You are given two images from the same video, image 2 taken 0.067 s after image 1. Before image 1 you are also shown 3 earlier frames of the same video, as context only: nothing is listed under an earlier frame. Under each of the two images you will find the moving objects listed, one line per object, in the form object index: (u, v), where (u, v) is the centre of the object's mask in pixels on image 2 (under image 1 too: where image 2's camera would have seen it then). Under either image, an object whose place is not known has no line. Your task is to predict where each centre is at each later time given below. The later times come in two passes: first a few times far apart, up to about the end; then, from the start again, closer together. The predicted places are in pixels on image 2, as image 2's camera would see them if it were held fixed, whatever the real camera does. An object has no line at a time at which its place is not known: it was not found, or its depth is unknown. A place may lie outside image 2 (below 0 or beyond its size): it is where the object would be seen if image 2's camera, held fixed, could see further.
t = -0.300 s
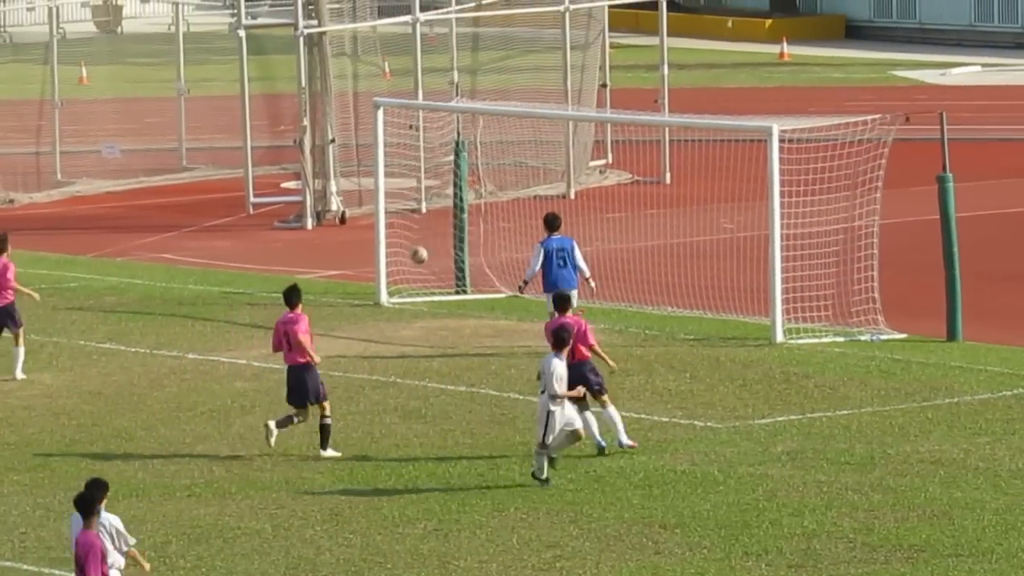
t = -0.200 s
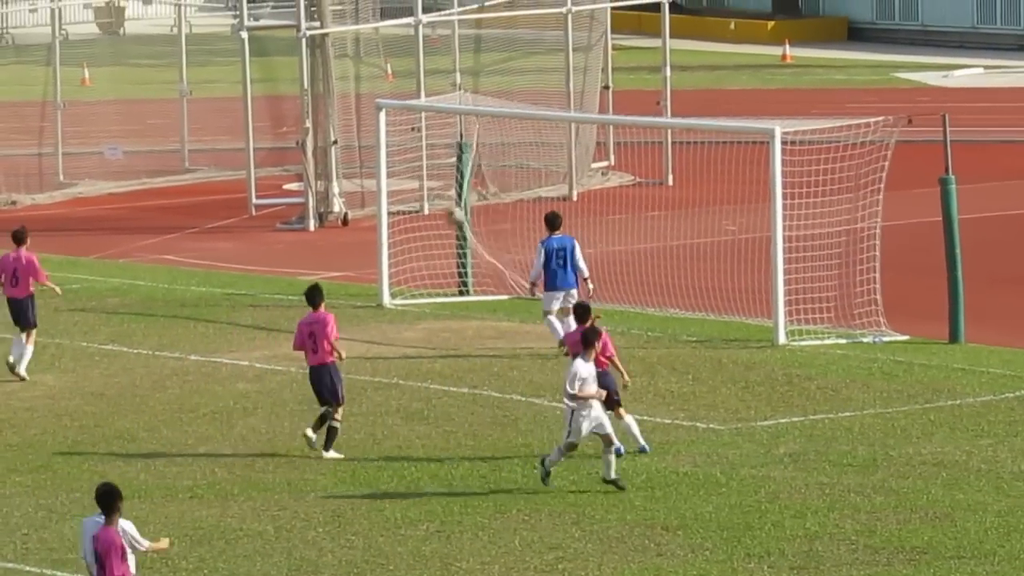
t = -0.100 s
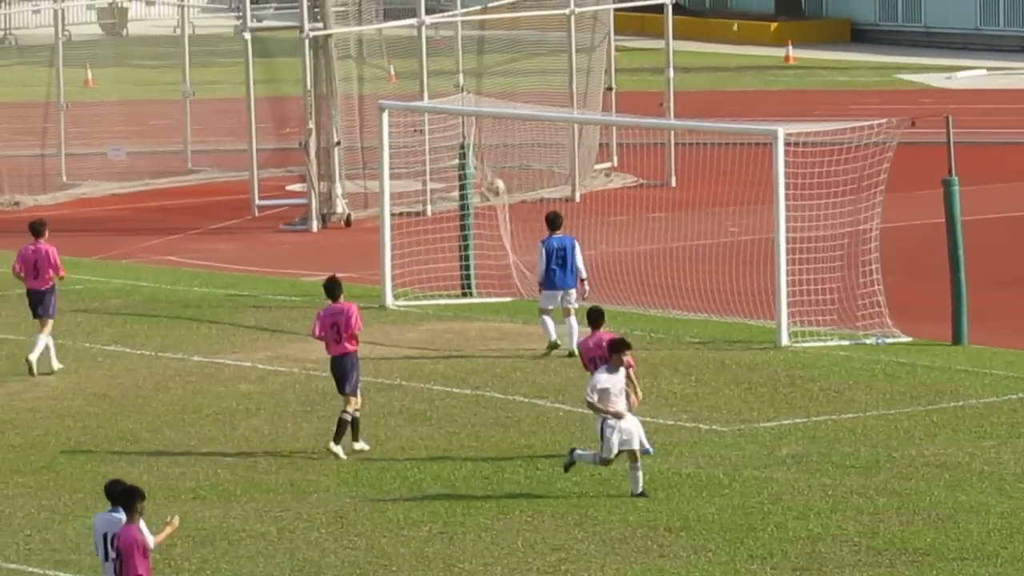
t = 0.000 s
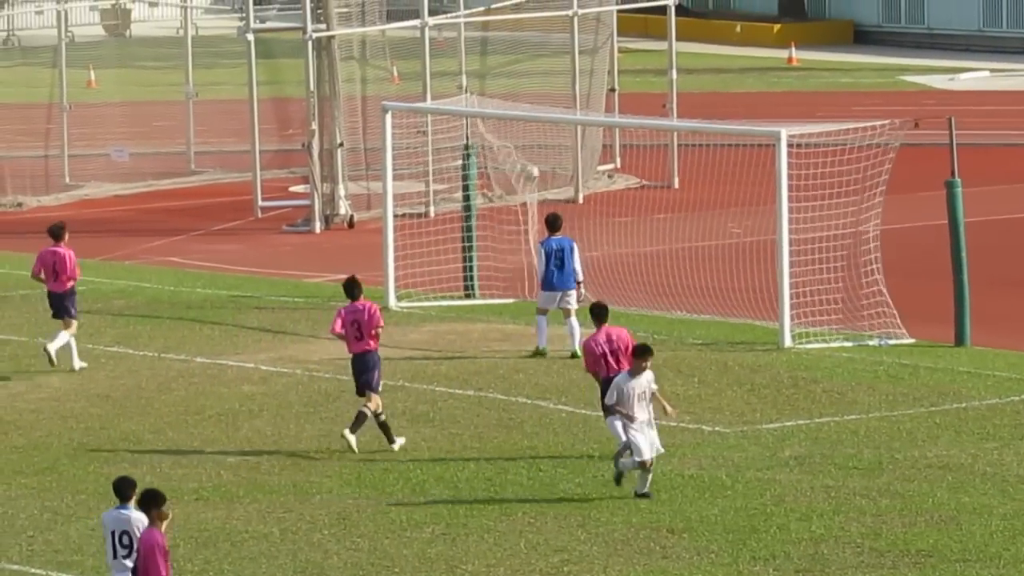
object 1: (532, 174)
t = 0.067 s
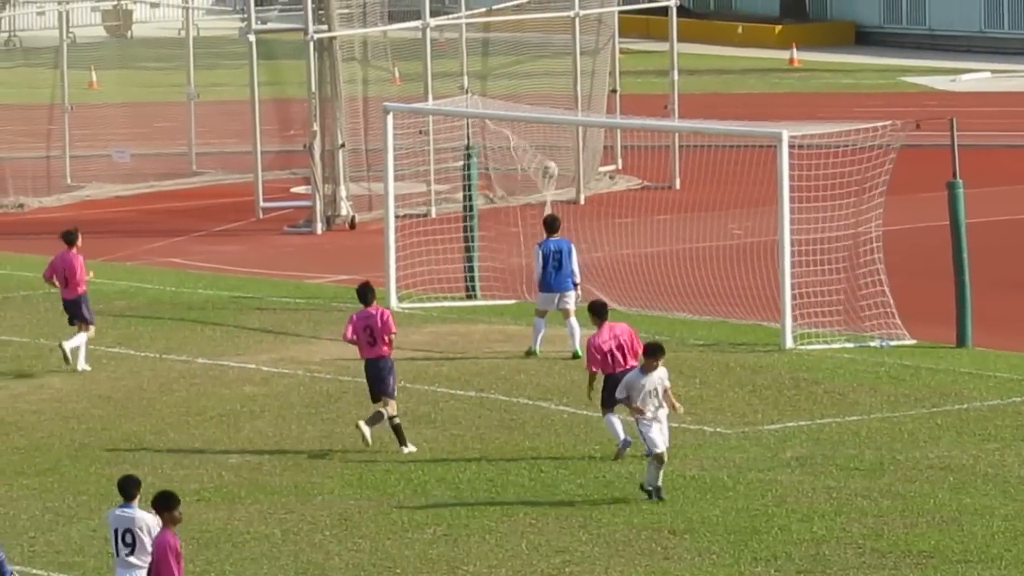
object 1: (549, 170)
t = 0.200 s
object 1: (575, 172)
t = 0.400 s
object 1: (601, 197)
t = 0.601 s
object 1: (623, 253)
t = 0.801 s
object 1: (640, 292)
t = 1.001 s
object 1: (640, 264)
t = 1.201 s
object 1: (640, 272)
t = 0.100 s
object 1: (557, 170)
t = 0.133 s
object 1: (565, 170)
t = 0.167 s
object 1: (570, 170)
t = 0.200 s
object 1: (575, 172)
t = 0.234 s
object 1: (580, 174)
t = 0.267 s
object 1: (585, 178)
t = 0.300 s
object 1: (589, 181)
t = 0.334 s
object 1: (593, 186)
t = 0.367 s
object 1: (597, 191)
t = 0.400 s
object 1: (601, 197)
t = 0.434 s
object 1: (605, 204)
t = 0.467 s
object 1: (608, 212)
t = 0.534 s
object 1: (616, 230)
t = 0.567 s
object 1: (619, 241)
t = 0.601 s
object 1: (623, 253)
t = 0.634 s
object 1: (627, 265)
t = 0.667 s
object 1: (631, 278)
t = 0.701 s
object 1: (635, 292)
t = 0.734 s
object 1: (637, 306)
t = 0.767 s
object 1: (639, 300)
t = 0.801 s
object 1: (640, 292)
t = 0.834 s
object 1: (640, 284)
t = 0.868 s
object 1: (640, 278)
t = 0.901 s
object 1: (641, 273)
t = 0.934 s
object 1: (640, 269)
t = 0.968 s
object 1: (640, 266)
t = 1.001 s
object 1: (640, 264)
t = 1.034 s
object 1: (640, 263)
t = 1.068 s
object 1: (639, 264)
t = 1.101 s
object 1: (639, 264)
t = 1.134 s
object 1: (639, 266)
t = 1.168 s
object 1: (639, 269)
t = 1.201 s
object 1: (640, 272)
